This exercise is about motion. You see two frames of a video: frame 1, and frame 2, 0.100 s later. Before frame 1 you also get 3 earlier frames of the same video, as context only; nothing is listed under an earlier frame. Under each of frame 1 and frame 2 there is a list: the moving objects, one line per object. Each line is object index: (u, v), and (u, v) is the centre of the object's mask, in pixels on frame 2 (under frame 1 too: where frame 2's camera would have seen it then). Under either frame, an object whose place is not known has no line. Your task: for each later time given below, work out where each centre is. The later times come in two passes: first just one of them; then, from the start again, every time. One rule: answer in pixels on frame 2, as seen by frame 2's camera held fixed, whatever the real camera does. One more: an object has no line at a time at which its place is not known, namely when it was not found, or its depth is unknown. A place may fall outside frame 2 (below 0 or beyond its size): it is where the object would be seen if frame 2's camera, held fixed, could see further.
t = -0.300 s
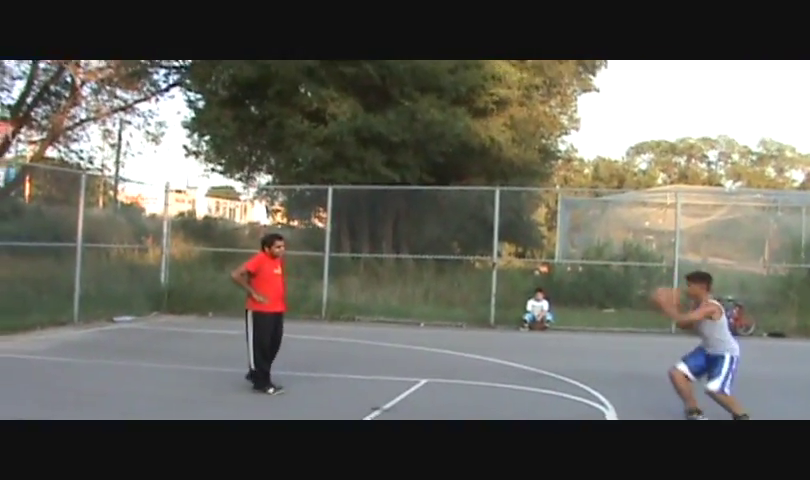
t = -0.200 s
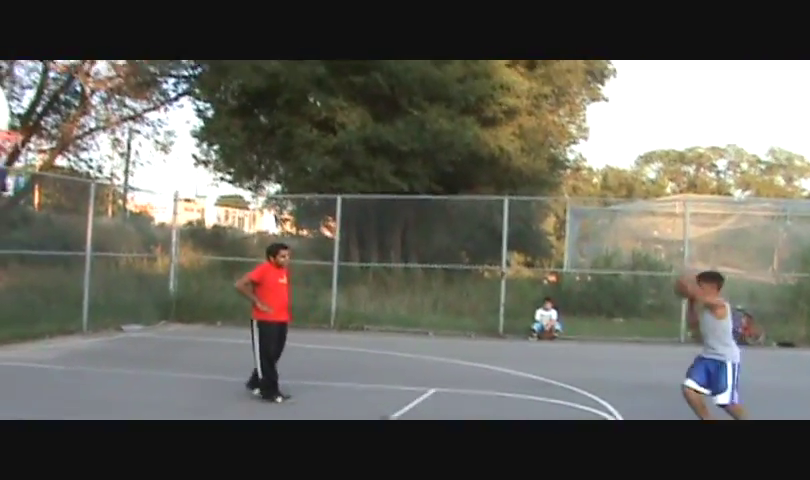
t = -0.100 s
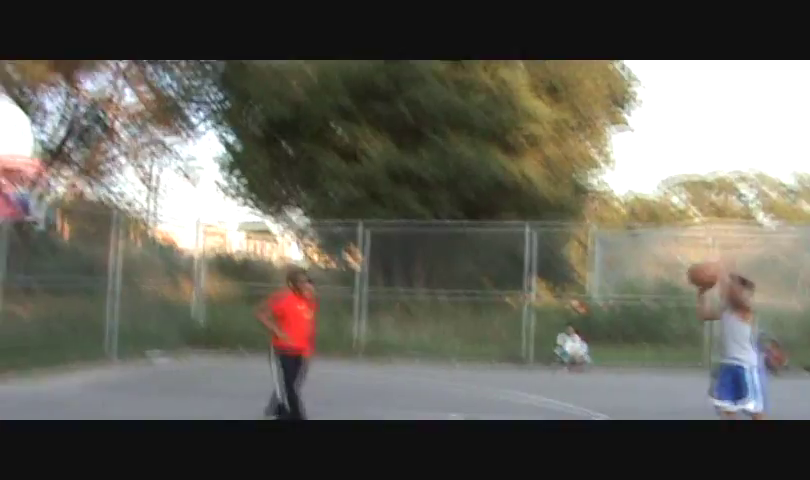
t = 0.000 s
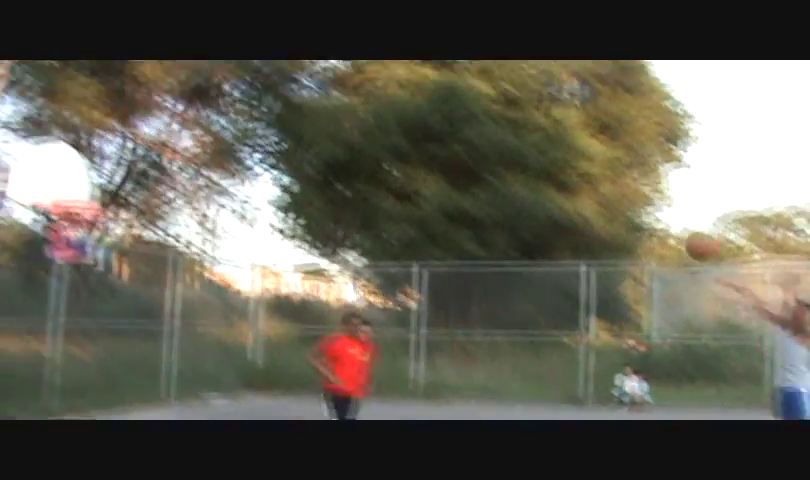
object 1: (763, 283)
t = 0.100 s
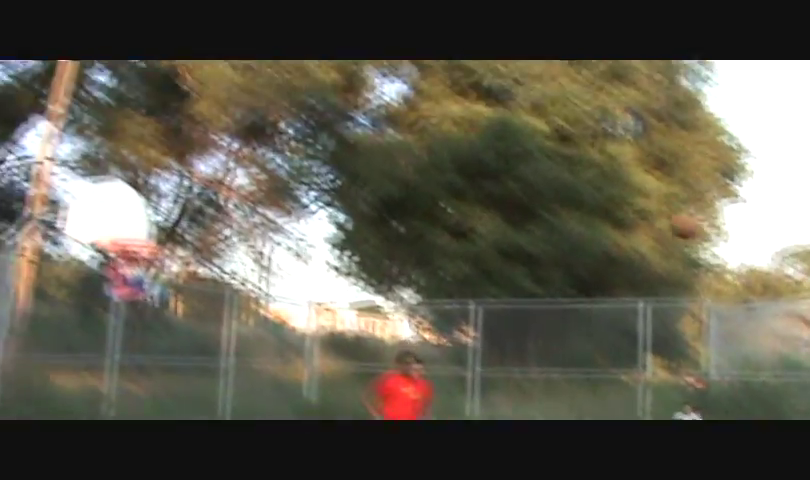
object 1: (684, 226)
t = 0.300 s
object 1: (551, 148)
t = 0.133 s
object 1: (663, 209)
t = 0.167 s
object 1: (639, 195)
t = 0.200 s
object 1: (616, 181)
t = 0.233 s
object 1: (593, 168)
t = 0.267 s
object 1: (571, 156)
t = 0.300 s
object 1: (551, 148)
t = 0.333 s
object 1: (531, 140)
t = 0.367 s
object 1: (508, 132)
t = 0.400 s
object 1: (490, 126)
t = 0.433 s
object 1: (471, 123)
